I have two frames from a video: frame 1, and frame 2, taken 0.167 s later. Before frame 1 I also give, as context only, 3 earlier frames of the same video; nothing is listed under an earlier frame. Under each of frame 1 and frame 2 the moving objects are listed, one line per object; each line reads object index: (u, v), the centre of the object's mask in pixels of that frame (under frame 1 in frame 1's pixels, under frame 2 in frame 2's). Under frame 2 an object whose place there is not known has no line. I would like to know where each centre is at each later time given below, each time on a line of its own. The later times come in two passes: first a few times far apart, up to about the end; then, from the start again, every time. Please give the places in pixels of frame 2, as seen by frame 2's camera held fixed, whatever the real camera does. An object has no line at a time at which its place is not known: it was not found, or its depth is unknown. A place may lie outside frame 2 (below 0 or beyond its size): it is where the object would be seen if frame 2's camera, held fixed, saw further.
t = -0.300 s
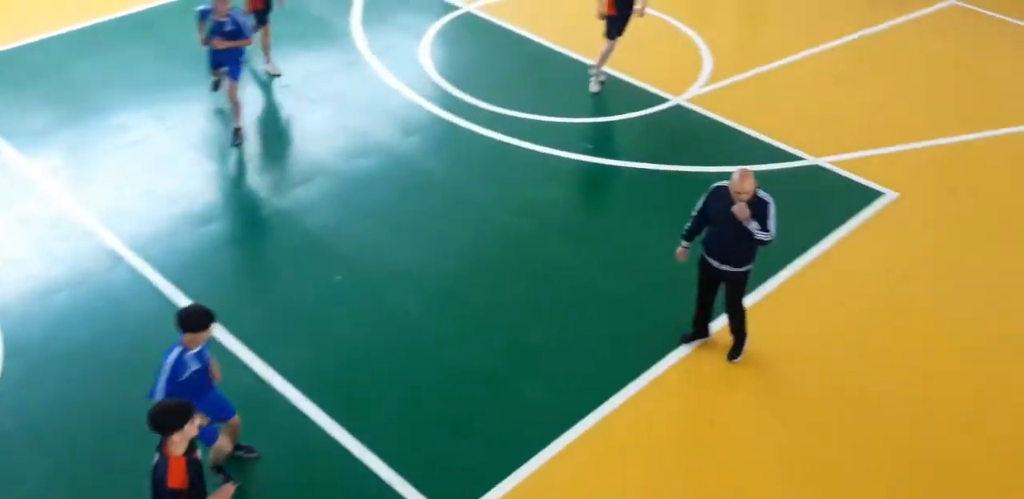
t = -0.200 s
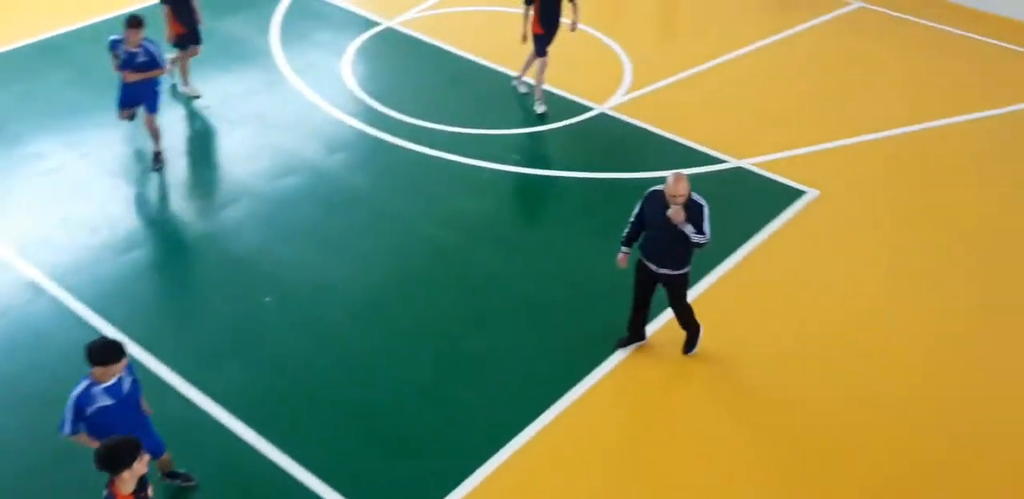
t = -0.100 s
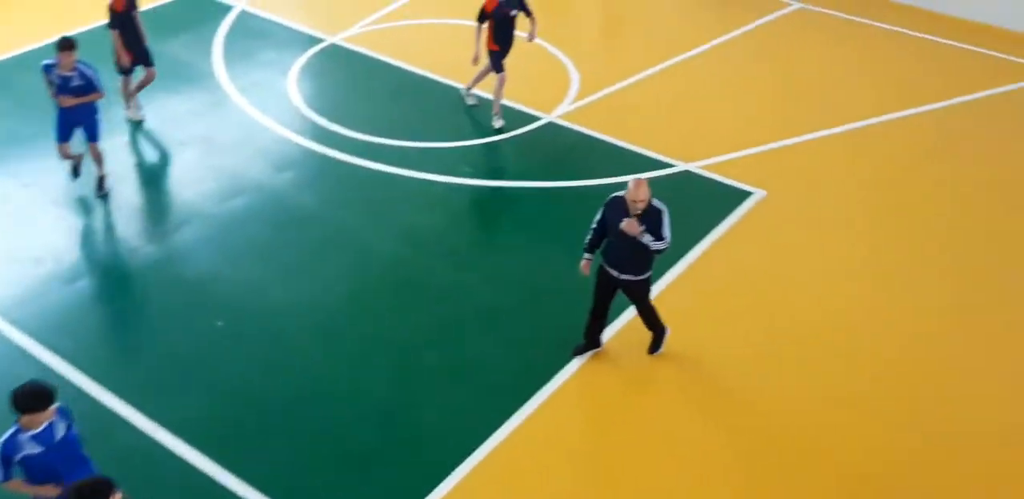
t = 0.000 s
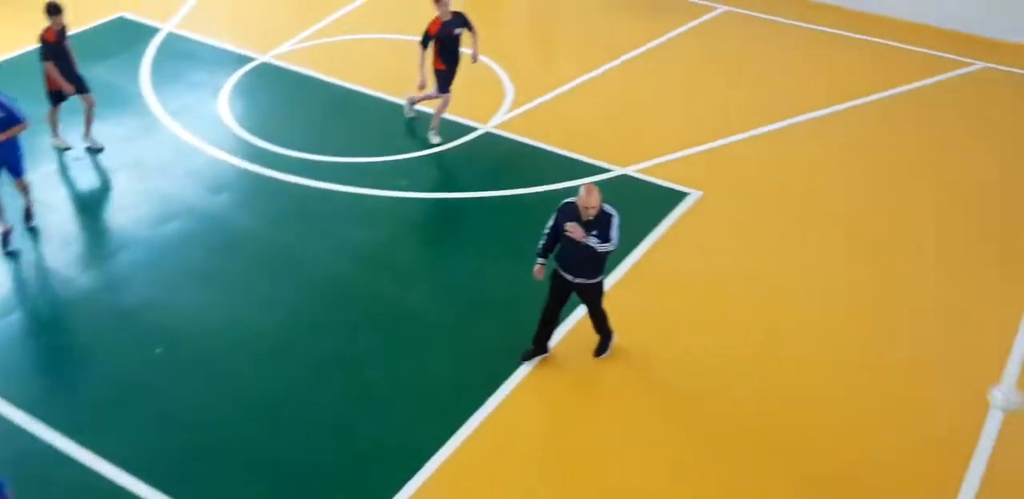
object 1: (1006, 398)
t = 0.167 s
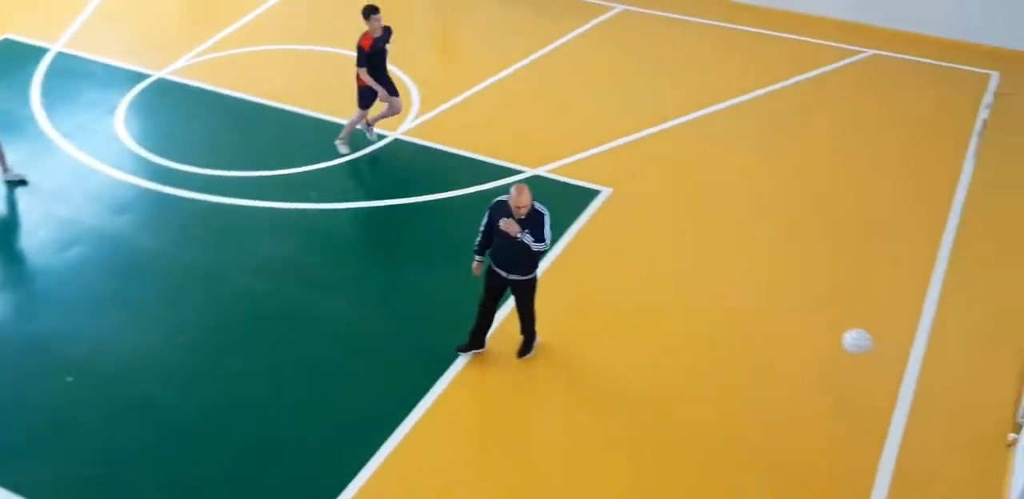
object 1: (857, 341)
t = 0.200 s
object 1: (843, 338)
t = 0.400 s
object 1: (808, 303)
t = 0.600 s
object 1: (796, 278)
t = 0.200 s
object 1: (843, 338)
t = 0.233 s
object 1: (831, 337)
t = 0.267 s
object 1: (819, 336)
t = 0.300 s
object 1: (813, 330)
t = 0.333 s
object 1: (812, 320)
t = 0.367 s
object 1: (811, 311)
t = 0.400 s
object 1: (808, 303)
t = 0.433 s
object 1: (808, 297)
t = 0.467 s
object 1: (806, 291)
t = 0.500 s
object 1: (804, 286)
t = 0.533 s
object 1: (802, 282)
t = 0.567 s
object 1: (799, 280)
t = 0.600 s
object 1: (796, 278)
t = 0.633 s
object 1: (794, 278)
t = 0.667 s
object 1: (792, 279)
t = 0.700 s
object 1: (789, 281)
